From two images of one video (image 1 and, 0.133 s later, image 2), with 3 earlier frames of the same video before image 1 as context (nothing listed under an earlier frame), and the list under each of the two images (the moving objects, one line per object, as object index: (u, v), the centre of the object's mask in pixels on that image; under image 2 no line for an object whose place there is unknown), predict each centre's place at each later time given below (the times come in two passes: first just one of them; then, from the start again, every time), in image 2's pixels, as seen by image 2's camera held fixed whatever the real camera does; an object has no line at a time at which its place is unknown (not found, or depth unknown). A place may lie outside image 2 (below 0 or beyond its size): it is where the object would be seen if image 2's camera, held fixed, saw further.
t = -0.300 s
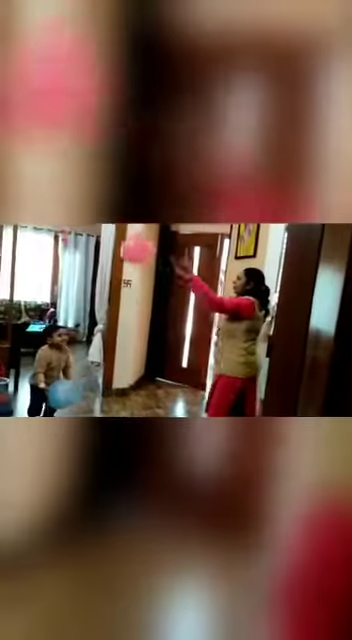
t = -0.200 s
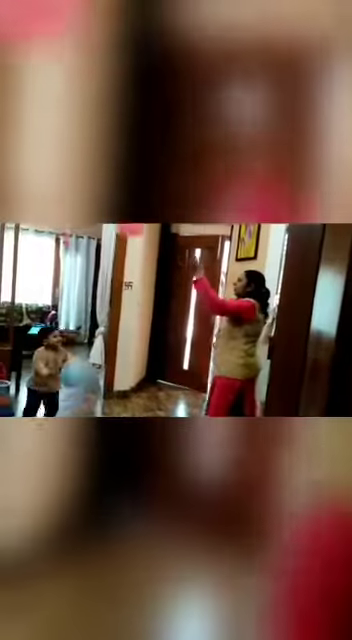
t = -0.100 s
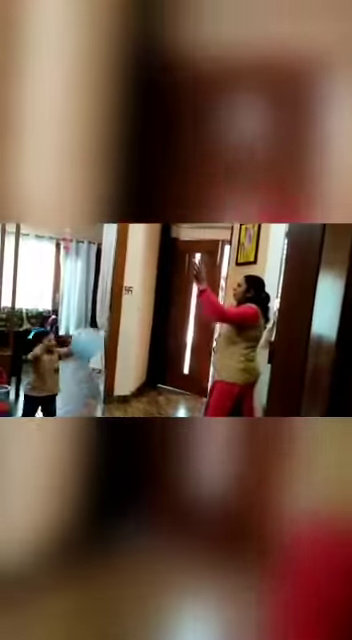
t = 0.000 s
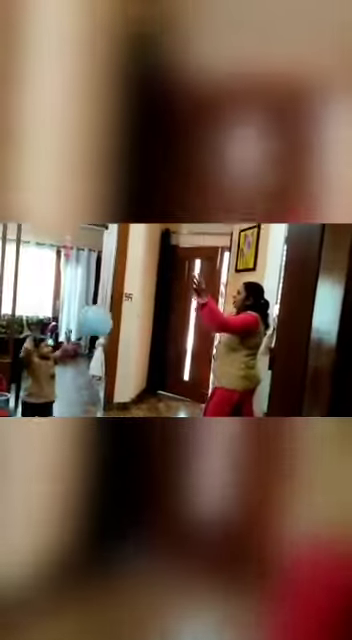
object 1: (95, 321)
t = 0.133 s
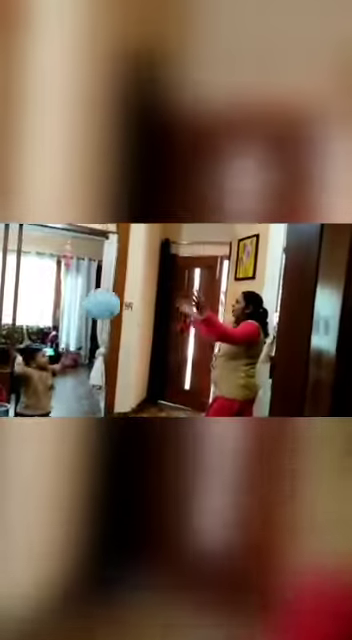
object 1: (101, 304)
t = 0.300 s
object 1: (108, 291)
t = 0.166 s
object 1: (104, 300)
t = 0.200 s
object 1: (105, 297)
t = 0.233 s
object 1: (106, 294)
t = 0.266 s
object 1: (106, 292)
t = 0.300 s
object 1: (108, 291)
